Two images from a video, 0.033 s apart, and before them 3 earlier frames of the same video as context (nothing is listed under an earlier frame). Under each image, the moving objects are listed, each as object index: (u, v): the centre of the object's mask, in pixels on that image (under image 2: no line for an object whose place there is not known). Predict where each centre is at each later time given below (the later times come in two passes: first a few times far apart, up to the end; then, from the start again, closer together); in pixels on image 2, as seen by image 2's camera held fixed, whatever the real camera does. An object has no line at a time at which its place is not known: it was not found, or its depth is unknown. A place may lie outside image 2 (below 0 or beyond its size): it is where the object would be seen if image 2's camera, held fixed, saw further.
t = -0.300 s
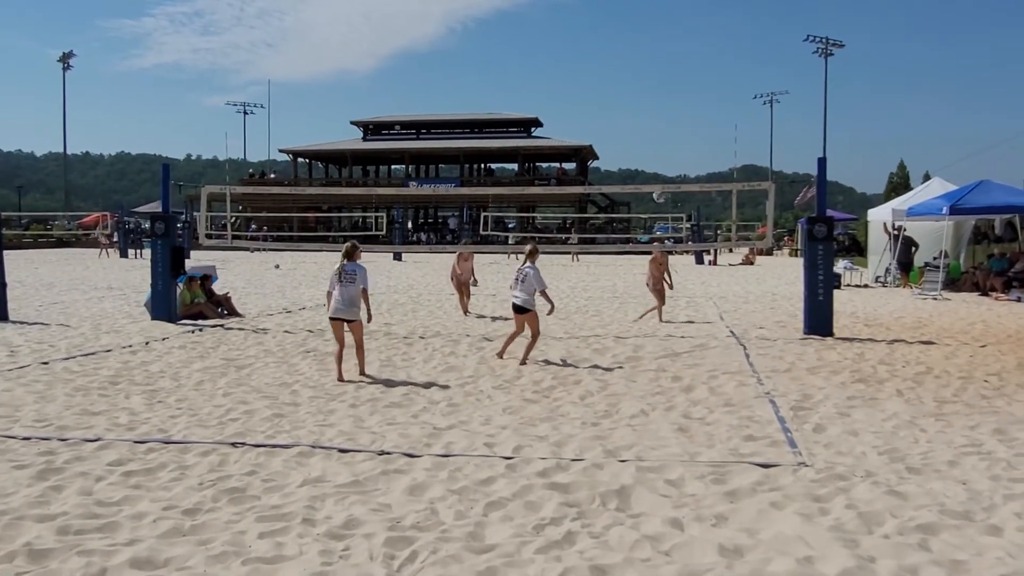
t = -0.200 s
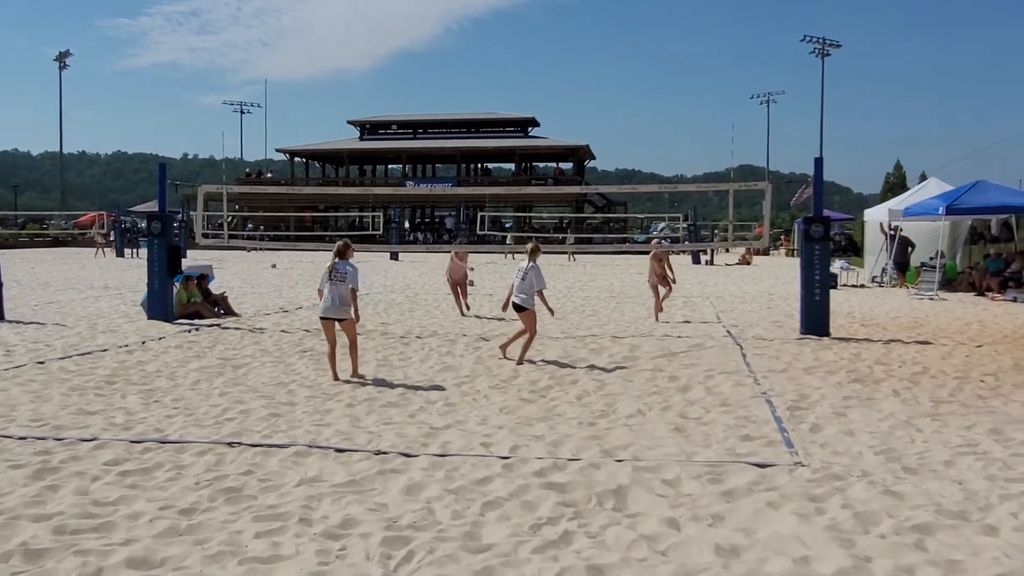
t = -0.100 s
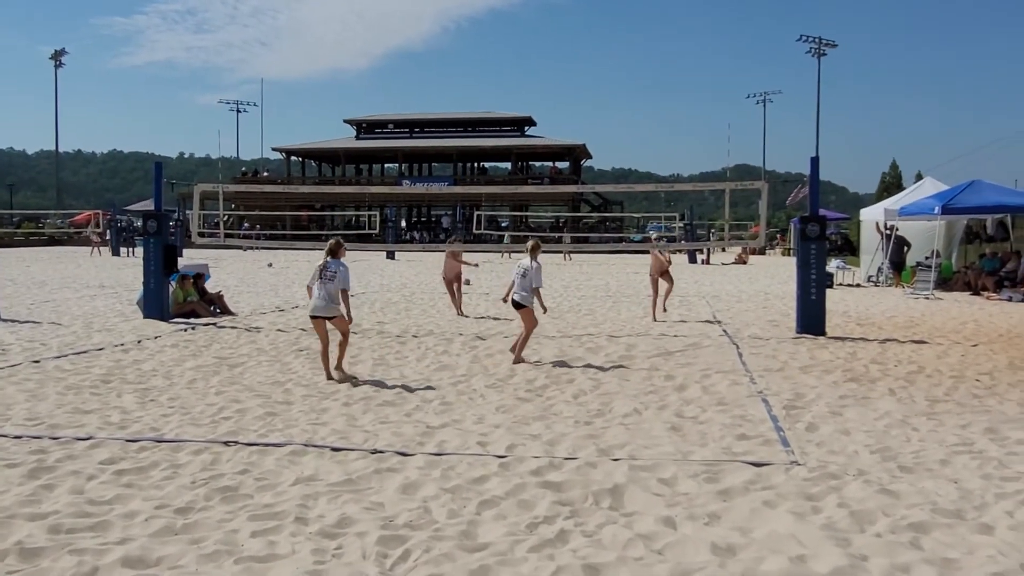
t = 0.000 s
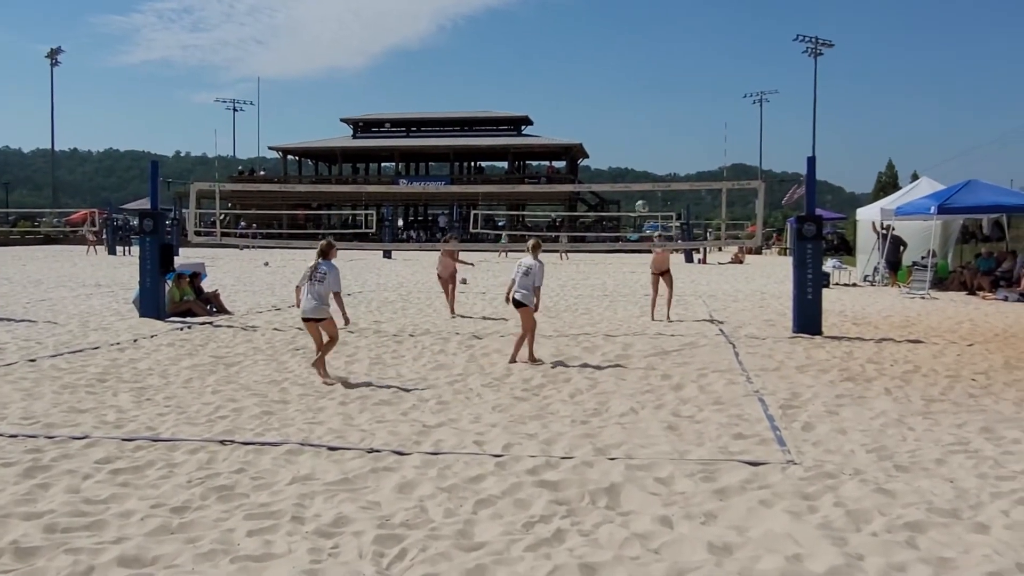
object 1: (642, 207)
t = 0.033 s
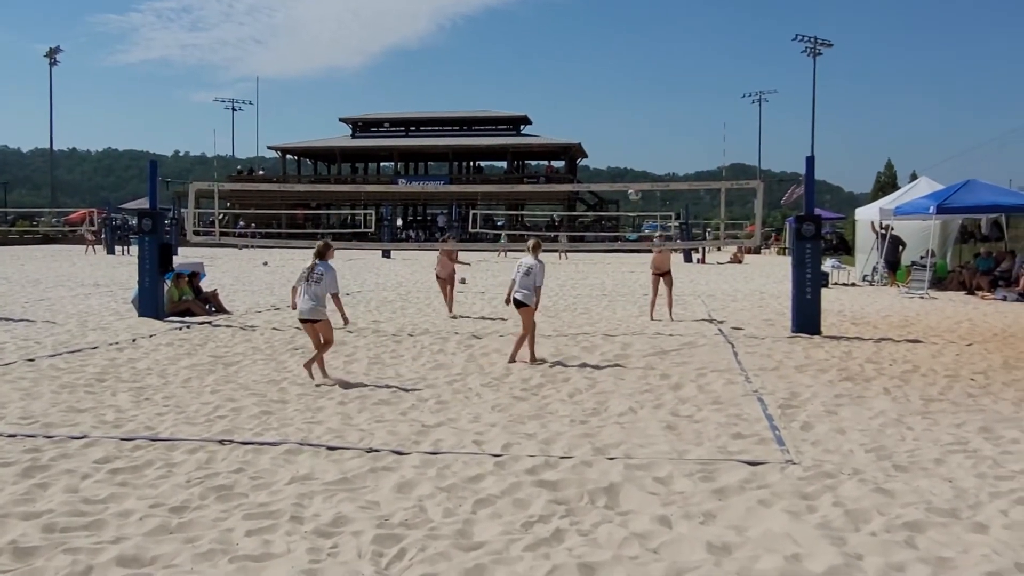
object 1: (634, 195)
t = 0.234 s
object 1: (595, 127)
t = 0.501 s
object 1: (535, 71)
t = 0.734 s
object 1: (475, 56)
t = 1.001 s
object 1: (399, 89)
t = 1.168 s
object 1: (348, 143)
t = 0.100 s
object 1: (622, 170)
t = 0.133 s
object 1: (615, 159)
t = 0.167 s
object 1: (609, 147)
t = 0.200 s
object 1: (602, 137)
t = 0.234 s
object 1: (595, 127)
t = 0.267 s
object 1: (588, 118)
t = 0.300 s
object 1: (581, 110)
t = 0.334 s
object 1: (573, 102)
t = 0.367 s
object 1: (566, 94)
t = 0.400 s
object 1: (558, 87)
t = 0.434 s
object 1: (551, 81)
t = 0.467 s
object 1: (543, 76)
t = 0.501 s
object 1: (535, 71)
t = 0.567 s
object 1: (519, 63)
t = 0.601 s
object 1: (510, 60)
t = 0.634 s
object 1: (502, 58)
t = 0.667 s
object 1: (493, 56)
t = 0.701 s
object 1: (485, 56)
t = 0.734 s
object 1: (475, 56)
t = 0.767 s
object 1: (466, 57)
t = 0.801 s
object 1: (457, 59)
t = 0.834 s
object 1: (448, 61)
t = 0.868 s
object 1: (438, 65)
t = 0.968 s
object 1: (409, 82)
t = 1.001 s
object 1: (399, 89)
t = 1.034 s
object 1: (389, 98)
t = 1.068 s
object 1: (378, 107)
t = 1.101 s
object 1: (368, 118)
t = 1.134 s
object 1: (358, 129)
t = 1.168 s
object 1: (348, 143)
